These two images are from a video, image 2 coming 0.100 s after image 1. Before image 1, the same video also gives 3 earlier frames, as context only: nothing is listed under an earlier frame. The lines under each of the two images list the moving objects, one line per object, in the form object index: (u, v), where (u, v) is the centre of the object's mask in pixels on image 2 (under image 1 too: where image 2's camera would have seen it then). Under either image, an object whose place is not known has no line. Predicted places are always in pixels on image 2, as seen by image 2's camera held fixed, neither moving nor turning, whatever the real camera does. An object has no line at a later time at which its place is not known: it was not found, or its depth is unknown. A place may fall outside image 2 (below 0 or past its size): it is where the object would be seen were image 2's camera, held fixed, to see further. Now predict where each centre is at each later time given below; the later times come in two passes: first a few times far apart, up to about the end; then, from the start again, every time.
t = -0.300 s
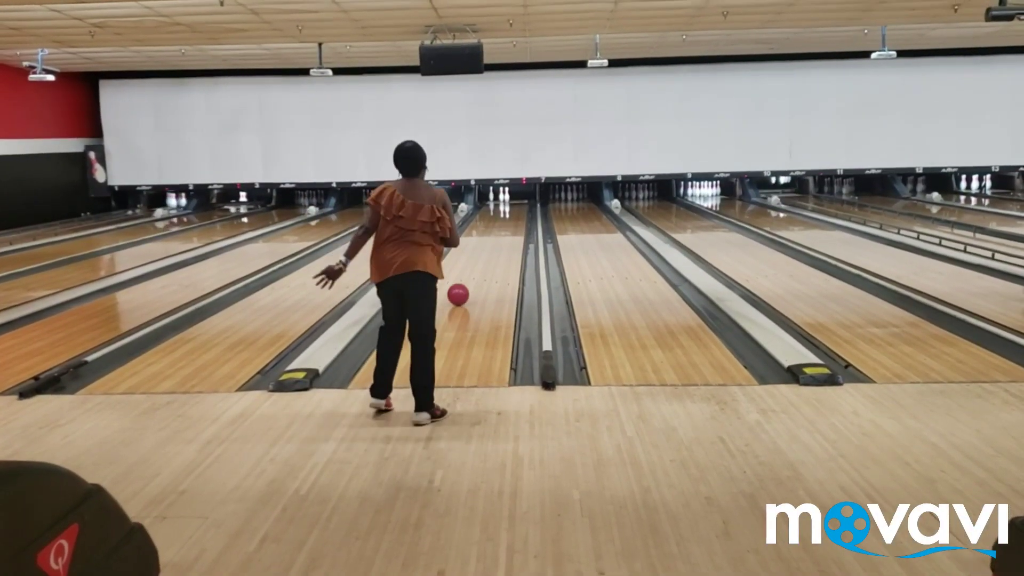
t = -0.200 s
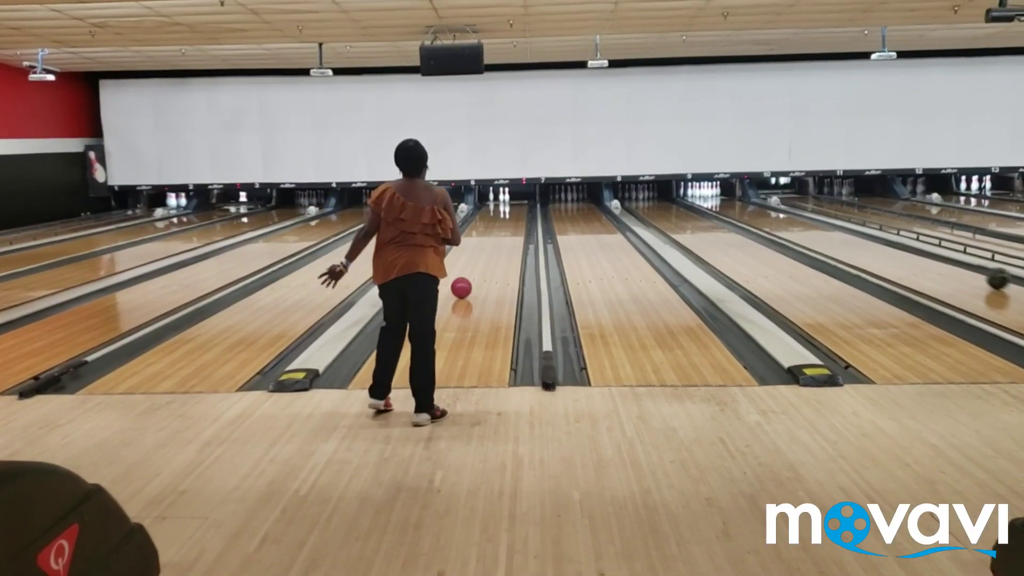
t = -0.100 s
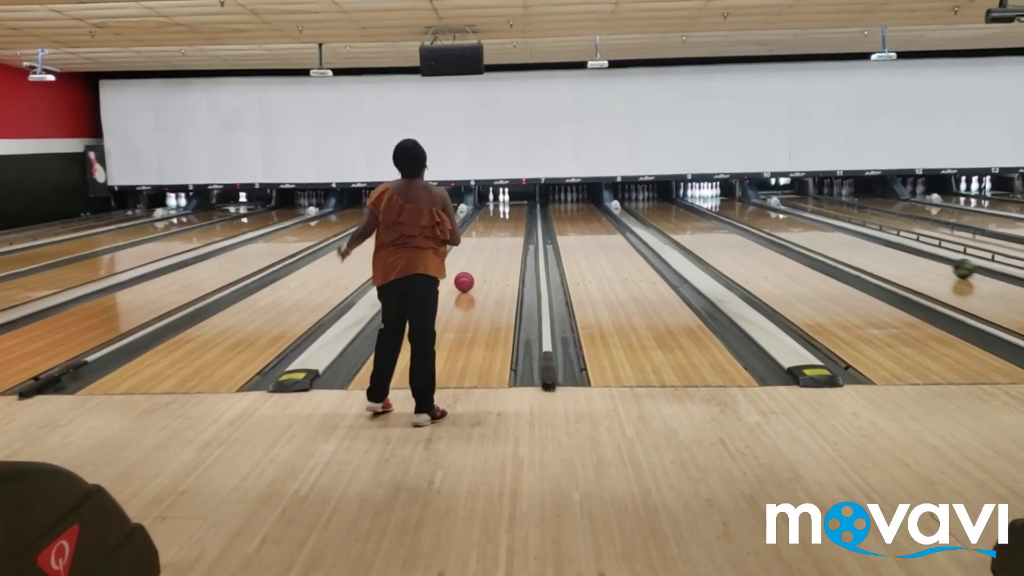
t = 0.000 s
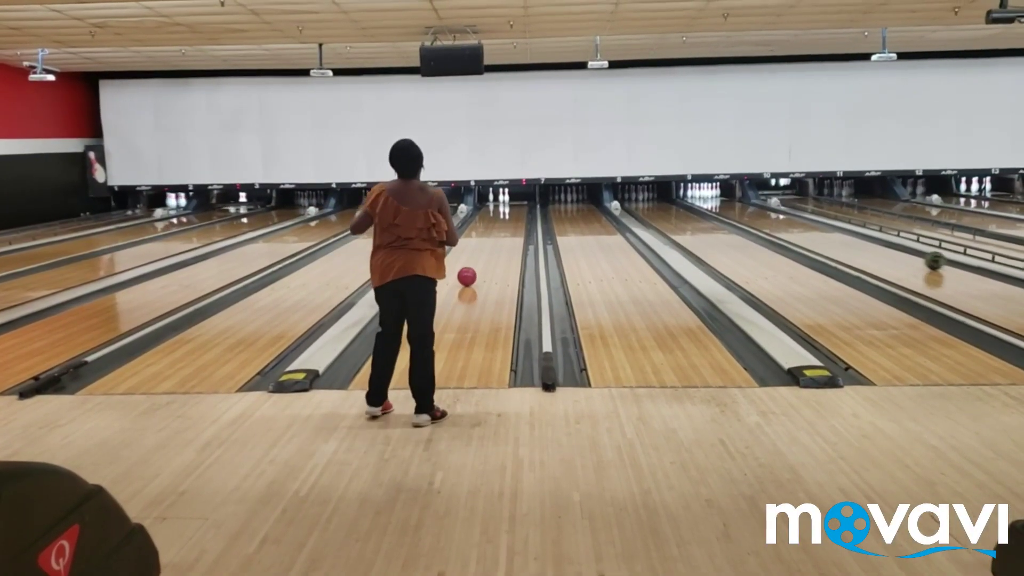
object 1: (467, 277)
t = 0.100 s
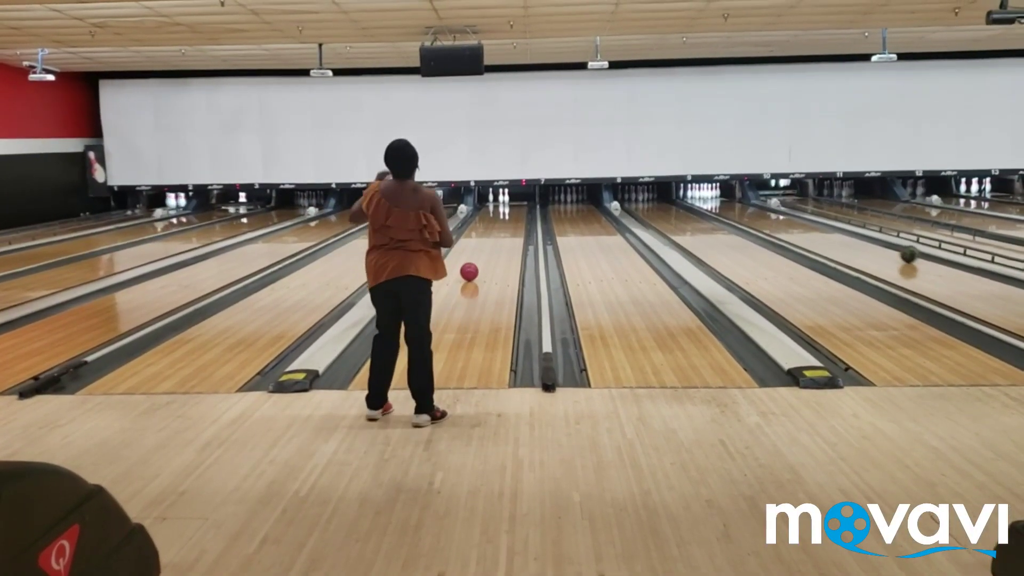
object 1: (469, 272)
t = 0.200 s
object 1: (471, 267)
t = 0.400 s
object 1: (475, 258)
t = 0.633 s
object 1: (479, 249)
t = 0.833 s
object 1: (483, 243)
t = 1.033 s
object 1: (485, 237)
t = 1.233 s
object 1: (488, 233)
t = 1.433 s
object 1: (490, 228)
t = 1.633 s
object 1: (493, 224)
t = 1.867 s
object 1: (495, 220)
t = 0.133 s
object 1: (470, 270)
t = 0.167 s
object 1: (471, 268)
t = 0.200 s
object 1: (471, 267)
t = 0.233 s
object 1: (472, 265)
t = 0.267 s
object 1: (473, 264)
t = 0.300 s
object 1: (473, 262)
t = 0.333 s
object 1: (474, 261)
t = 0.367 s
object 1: (475, 259)
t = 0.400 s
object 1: (475, 258)
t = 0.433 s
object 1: (476, 257)
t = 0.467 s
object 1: (477, 255)
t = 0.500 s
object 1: (477, 254)
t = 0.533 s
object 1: (478, 253)
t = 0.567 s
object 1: (478, 252)
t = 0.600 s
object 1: (479, 250)
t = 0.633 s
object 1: (479, 249)
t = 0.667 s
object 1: (480, 248)
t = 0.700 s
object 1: (481, 247)
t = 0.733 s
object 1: (481, 246)
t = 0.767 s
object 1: (482, 245)
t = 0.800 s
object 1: (482, 244)
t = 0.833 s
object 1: (483, 243)
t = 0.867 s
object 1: (483, 242)
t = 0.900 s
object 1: (484, 241)
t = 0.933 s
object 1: (485, 240)
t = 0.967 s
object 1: (485, 239)
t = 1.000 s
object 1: (485, 238)
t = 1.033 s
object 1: (485, 237)
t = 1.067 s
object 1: (486, 237)
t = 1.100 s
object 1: (487, 236)
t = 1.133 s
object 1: (487, 235)
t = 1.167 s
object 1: (487, 234)
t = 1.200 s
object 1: (488, 234)
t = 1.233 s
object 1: (488, 233)
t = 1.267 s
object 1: (488, 232)
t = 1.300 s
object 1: (489, 231)
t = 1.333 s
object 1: (489, 230)
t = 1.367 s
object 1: (490, 230)
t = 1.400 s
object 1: (490, 229)
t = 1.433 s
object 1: (490, 228)
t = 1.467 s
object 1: (491, 228)
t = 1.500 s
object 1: (491, 227)
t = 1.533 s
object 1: (491, 226)
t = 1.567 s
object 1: (492, 225)
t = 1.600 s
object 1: (492, 225)
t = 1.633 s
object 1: (493, 224)
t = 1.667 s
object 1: (493, 223)
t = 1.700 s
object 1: (494, 223)
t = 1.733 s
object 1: (494, 222)
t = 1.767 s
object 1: (494, 222)
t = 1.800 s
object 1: (494, 221)
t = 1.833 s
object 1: (495, 221)
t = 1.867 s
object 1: (495, 220)
